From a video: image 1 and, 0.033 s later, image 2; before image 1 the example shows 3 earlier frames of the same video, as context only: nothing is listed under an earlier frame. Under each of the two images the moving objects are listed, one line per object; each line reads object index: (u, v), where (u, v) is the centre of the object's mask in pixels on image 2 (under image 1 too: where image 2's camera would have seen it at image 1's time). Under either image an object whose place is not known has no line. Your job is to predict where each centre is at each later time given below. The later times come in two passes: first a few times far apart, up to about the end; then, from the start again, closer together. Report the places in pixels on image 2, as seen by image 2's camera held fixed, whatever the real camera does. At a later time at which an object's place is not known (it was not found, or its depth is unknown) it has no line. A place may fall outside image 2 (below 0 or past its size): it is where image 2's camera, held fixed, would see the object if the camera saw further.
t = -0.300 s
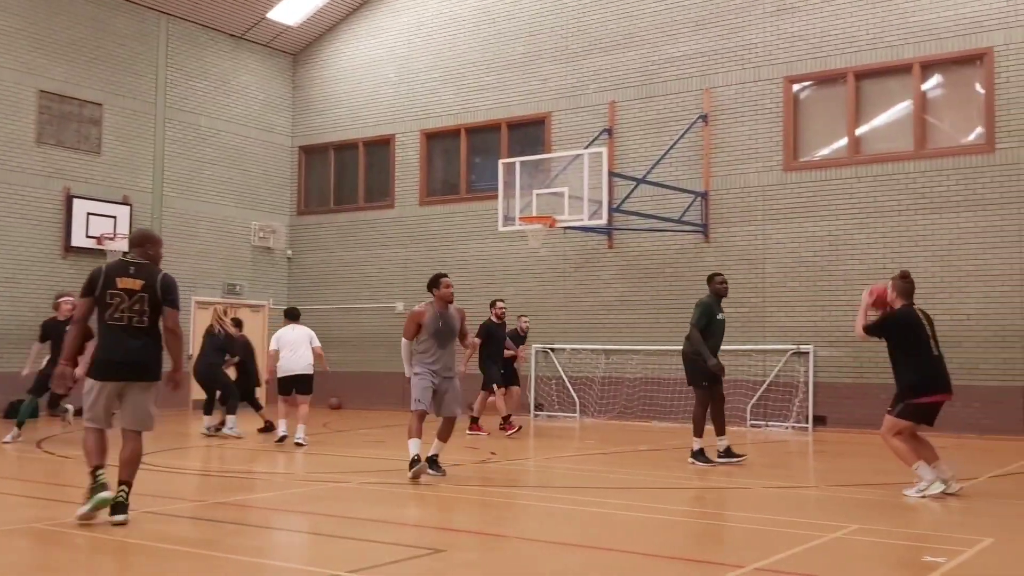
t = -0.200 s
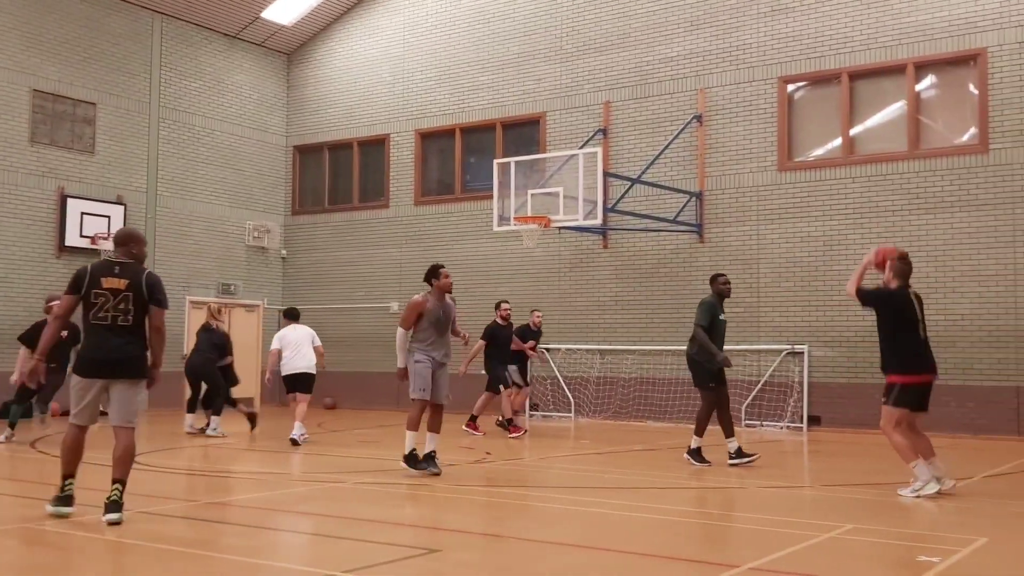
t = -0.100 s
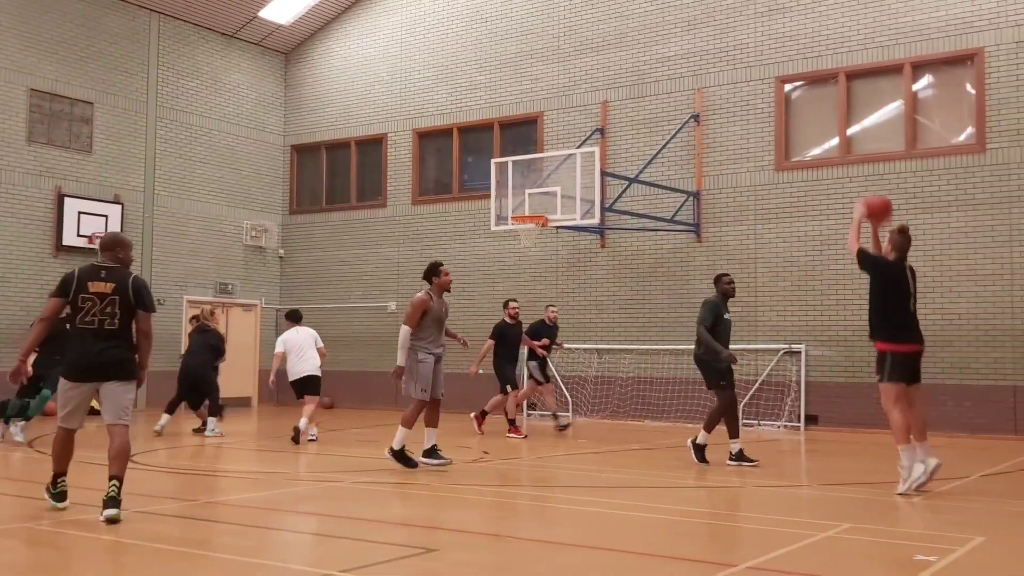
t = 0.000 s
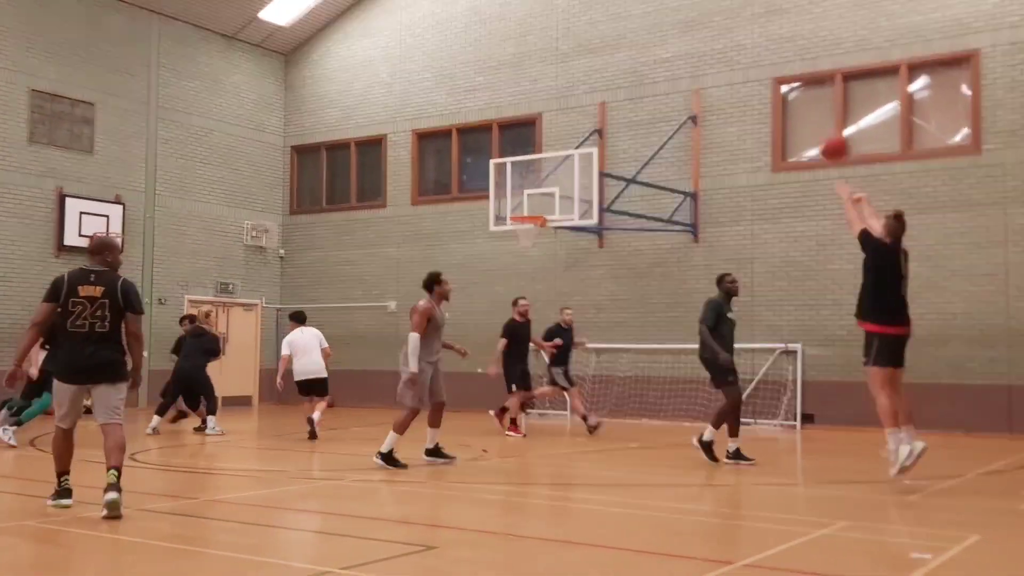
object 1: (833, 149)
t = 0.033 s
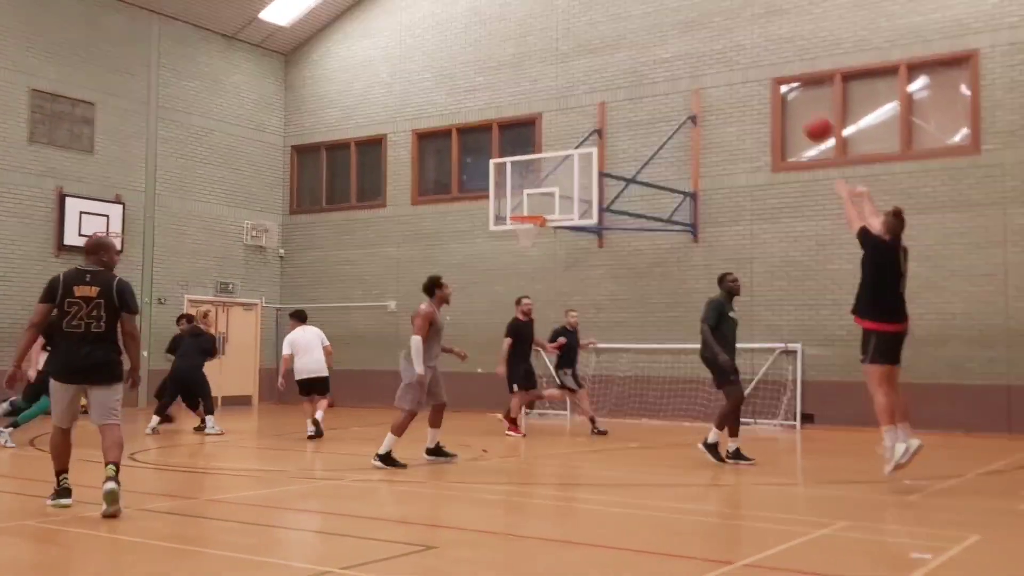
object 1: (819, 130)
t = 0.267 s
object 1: (734, 51)
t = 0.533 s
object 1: (660, 36)
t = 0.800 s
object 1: (601, 76)
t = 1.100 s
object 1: (546, 172)
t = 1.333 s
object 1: (517, 243)
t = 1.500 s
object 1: (509, 276)
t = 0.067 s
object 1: (806, 114)
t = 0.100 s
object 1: (794, 99)
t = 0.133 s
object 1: (780, 87)
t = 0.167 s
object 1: (769, 76)
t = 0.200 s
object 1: (755, 66)
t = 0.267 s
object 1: (734, 51)
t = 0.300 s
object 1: (723, 46)
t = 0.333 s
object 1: (714, 41)
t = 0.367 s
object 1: (704, 38)
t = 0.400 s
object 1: (694, 35)
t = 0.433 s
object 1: (685, 34)
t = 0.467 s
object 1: (677, 33)
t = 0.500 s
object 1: (668, 34)
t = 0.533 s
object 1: (660, 36)
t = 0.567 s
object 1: (652, 37)
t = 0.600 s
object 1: (644, 41)
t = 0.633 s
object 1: (636, 45)
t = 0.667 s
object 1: (628, 50)
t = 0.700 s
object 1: (621, 55)
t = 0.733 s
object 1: (614, 61)
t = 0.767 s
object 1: (607, 68)
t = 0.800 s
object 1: (601, 76)
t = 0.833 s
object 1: (594, 85)
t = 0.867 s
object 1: (587, 94)
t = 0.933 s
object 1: (575, 113)
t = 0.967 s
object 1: (569, 124)
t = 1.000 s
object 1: (563, 135)
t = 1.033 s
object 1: (558, 147)
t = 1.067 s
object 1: (552, 160)
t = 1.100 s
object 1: (546, 172)
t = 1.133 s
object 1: (541, 186)
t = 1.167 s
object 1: (536, 199)
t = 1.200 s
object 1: (530, 211)
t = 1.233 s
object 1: (527, 228)
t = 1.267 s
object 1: (522, 234)
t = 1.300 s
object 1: (519, 240)
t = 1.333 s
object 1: (517, 243)
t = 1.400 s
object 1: (514, 254)
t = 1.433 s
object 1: (512, 260)
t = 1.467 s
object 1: (511, 268)
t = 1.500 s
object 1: (509, 276)
